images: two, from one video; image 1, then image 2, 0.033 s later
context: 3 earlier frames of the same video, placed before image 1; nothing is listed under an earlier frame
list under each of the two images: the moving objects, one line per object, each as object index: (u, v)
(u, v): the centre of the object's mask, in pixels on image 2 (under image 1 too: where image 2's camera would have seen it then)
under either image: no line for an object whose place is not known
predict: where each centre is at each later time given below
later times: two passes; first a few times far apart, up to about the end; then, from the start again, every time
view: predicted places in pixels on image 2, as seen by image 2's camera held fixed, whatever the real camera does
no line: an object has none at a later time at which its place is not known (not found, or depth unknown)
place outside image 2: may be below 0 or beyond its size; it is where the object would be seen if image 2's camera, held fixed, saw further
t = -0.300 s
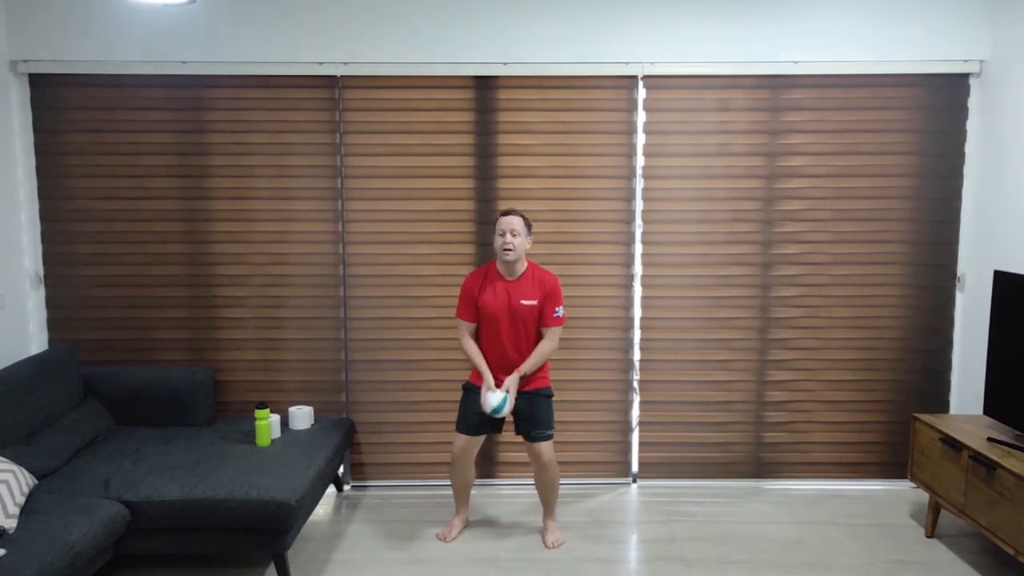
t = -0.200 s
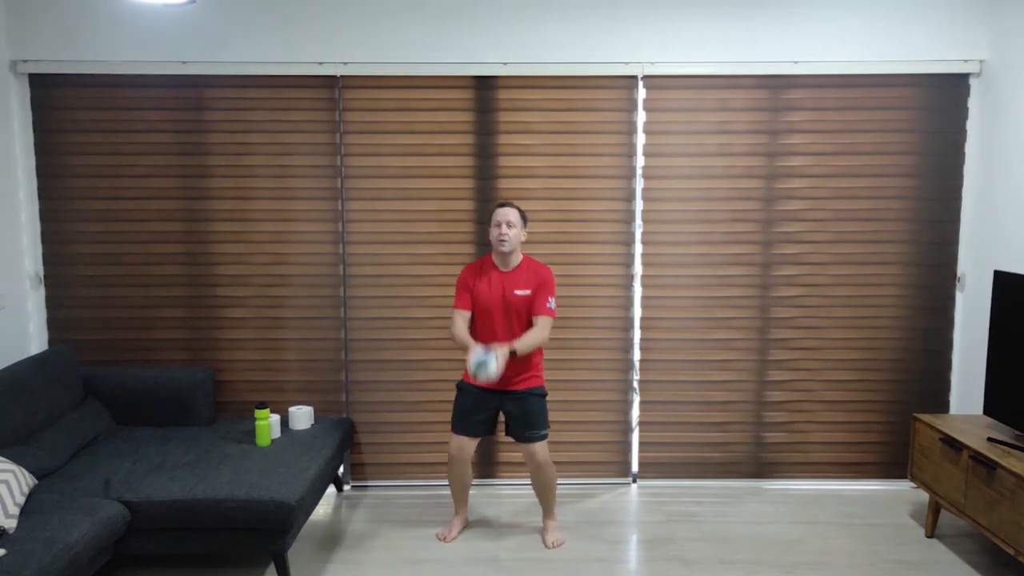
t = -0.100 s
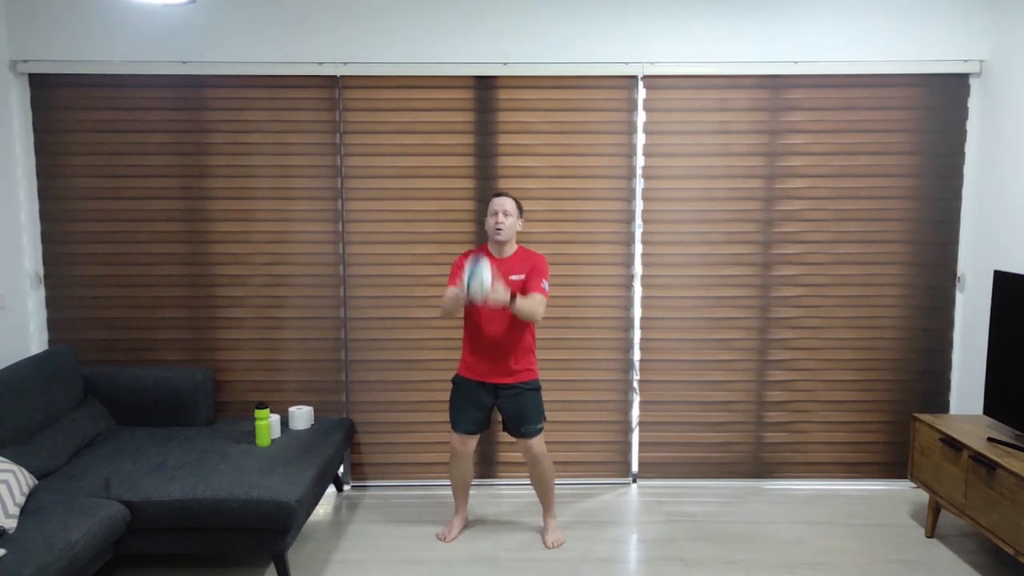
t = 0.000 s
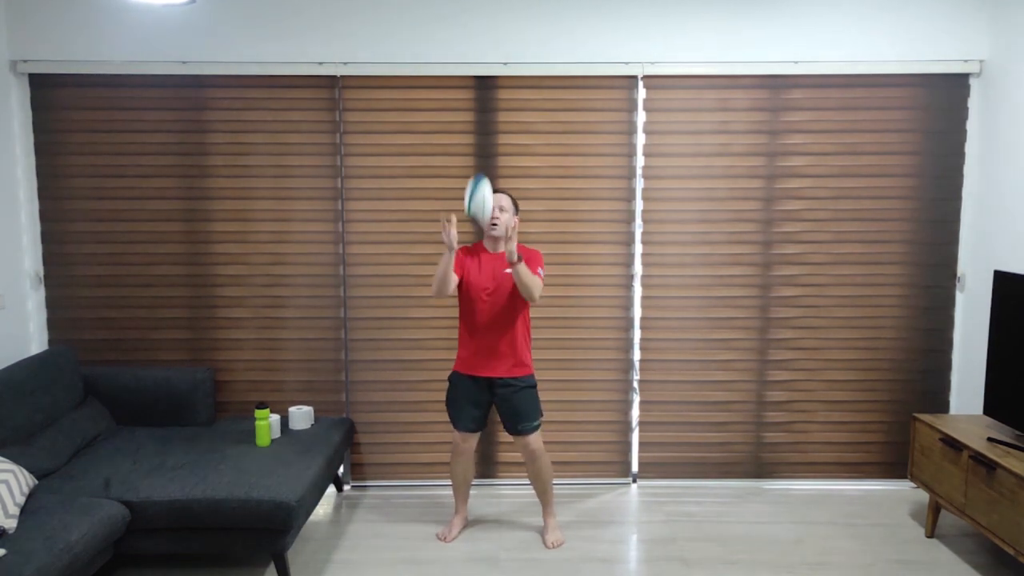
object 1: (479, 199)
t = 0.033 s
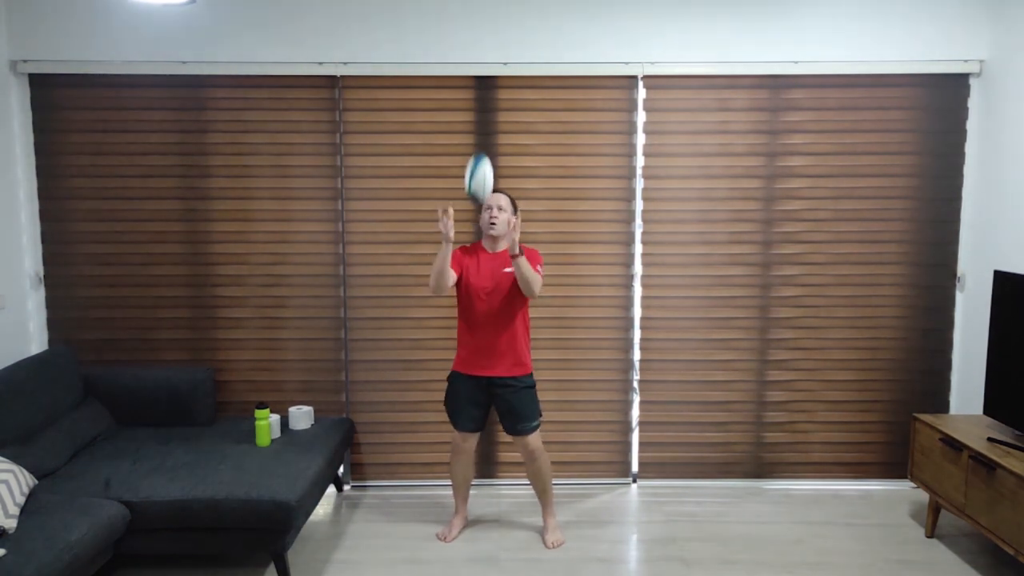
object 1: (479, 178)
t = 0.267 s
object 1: (482, 106)
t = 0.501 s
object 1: (485, 158)
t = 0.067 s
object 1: (480, 160)
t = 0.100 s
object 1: (480, 145)
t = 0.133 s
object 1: (480, 132)
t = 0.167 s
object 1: (481, 121)
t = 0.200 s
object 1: (481, 113)
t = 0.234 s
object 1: (481, 108)
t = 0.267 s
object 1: (482, 106)
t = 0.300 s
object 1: (482, 106)
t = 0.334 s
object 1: (482, 109)
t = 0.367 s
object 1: (483, 114)
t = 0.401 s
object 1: (483, 121)
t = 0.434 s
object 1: (484, 131)
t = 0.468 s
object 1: (484, 144)
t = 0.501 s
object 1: (485, 158)
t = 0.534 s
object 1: (485, 174)
